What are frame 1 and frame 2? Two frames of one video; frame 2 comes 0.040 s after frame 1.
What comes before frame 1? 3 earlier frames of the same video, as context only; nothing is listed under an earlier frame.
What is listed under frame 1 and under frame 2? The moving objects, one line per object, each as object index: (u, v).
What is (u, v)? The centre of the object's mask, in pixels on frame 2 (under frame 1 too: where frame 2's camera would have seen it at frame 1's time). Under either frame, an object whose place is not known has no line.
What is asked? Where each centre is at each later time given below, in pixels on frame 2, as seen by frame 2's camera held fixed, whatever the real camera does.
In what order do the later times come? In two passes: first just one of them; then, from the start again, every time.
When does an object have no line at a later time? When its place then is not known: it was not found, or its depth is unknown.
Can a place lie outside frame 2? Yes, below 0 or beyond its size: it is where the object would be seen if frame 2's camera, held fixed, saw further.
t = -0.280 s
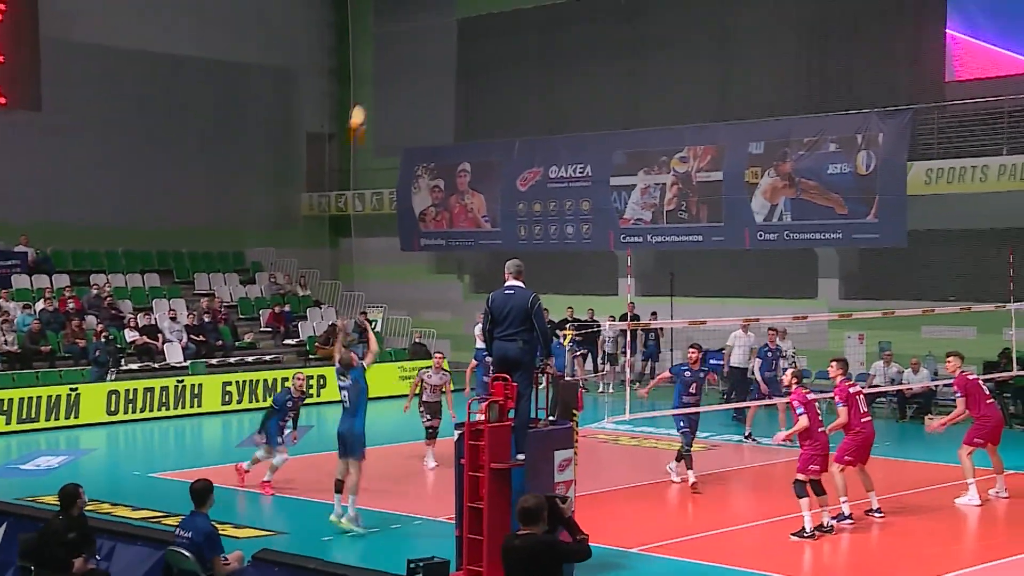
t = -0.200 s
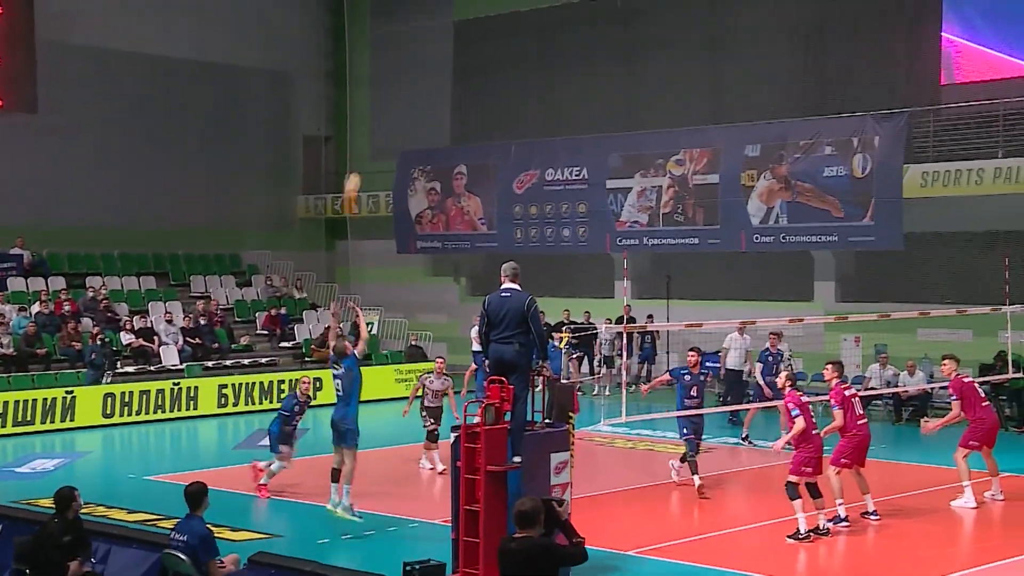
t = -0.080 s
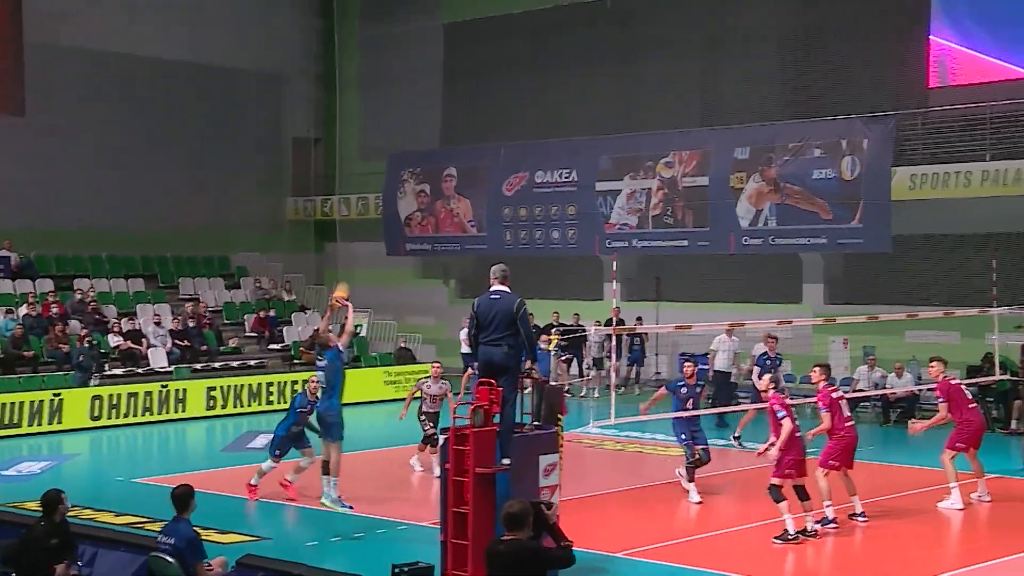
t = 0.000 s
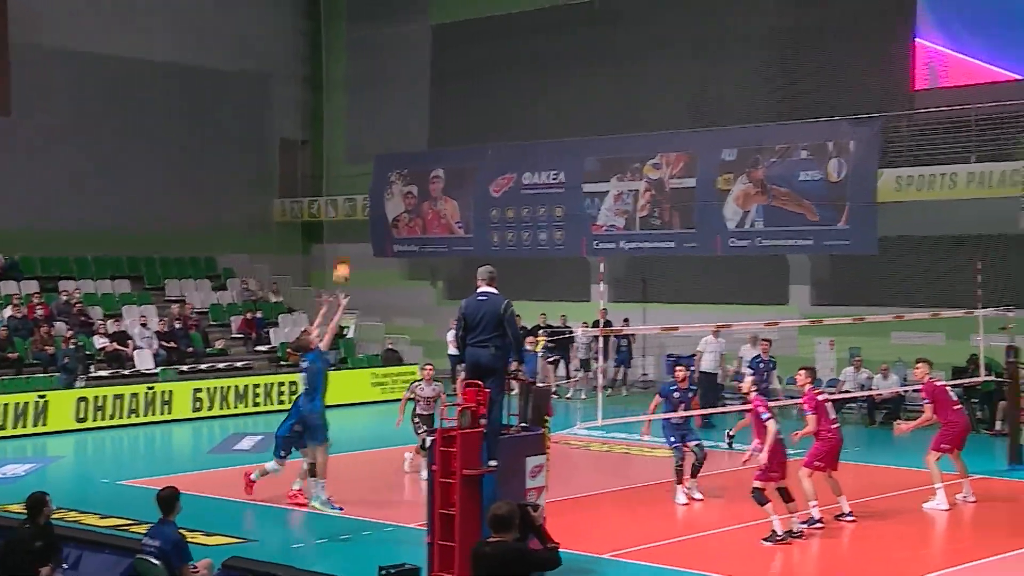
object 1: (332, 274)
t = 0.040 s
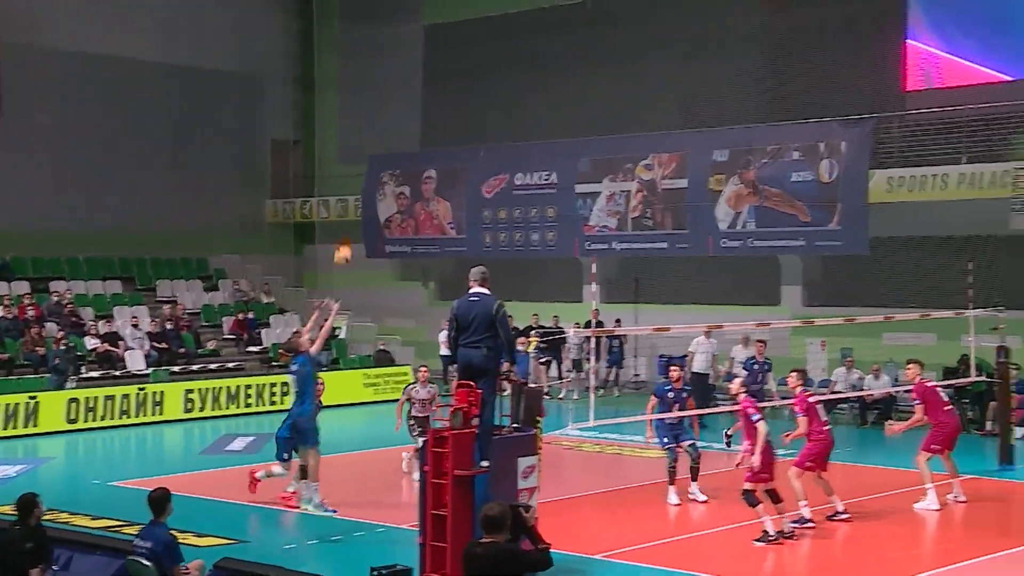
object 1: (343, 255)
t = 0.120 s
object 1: (360, 222)
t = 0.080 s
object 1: (352, 237)
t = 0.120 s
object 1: (360, 222)
